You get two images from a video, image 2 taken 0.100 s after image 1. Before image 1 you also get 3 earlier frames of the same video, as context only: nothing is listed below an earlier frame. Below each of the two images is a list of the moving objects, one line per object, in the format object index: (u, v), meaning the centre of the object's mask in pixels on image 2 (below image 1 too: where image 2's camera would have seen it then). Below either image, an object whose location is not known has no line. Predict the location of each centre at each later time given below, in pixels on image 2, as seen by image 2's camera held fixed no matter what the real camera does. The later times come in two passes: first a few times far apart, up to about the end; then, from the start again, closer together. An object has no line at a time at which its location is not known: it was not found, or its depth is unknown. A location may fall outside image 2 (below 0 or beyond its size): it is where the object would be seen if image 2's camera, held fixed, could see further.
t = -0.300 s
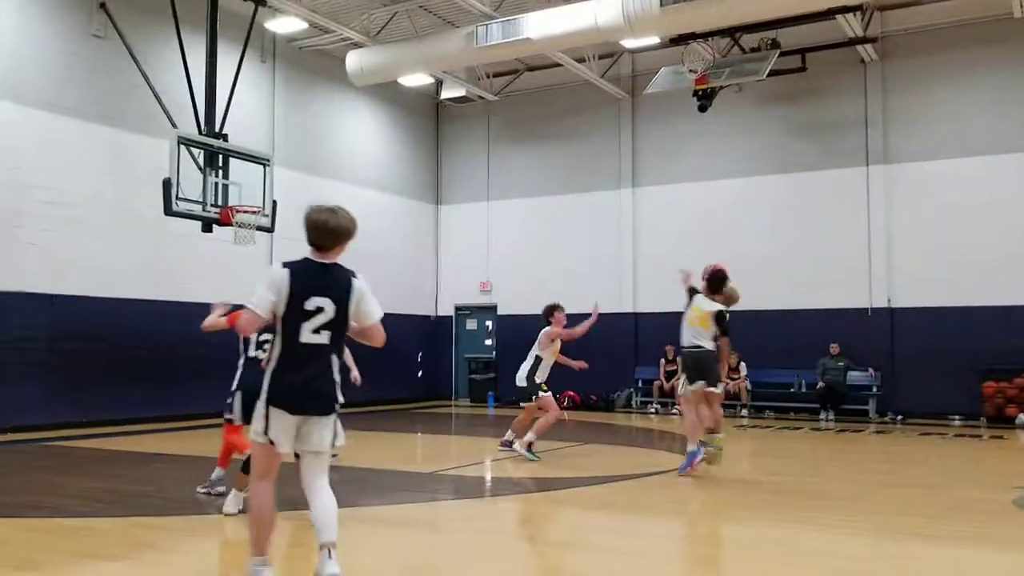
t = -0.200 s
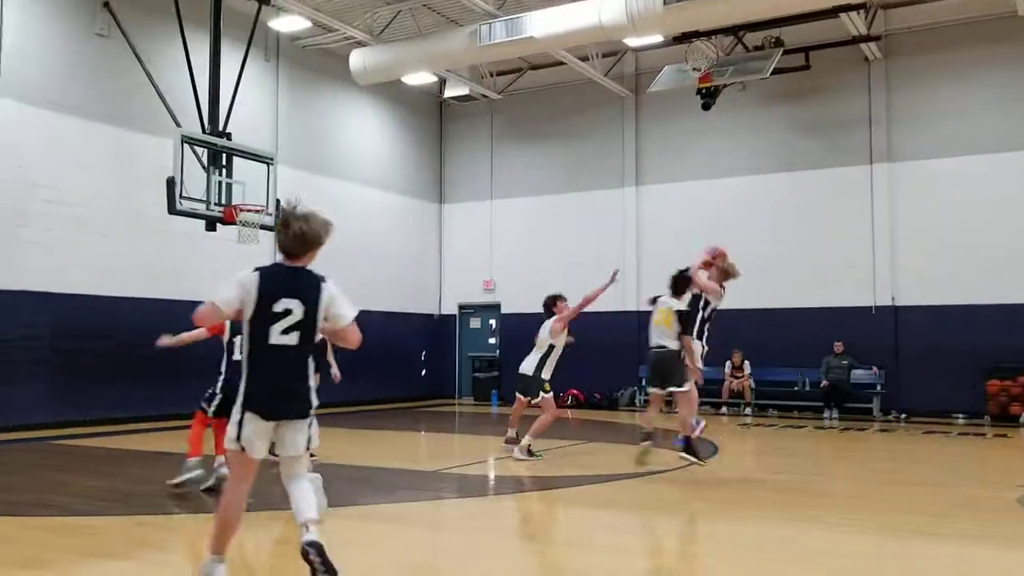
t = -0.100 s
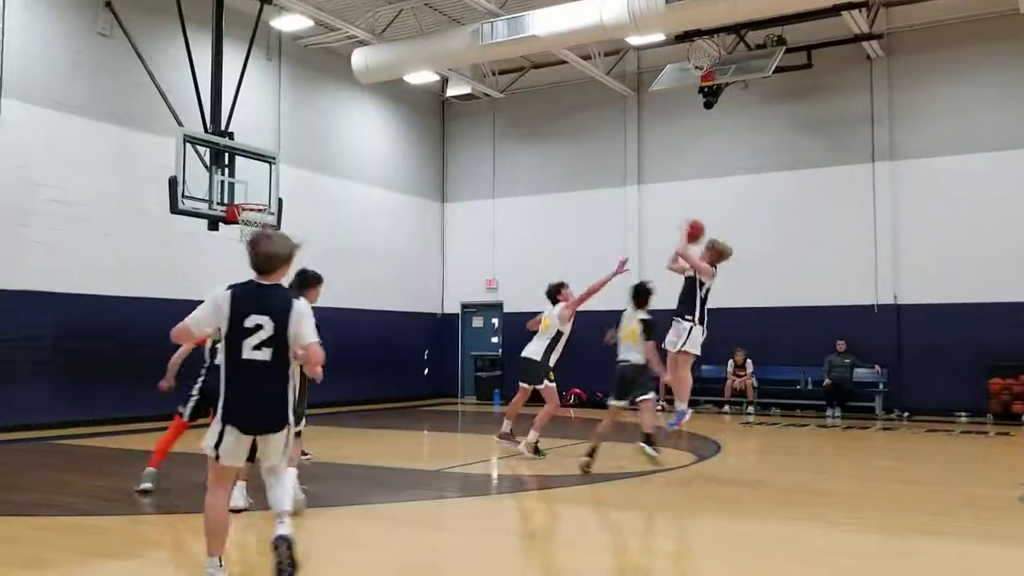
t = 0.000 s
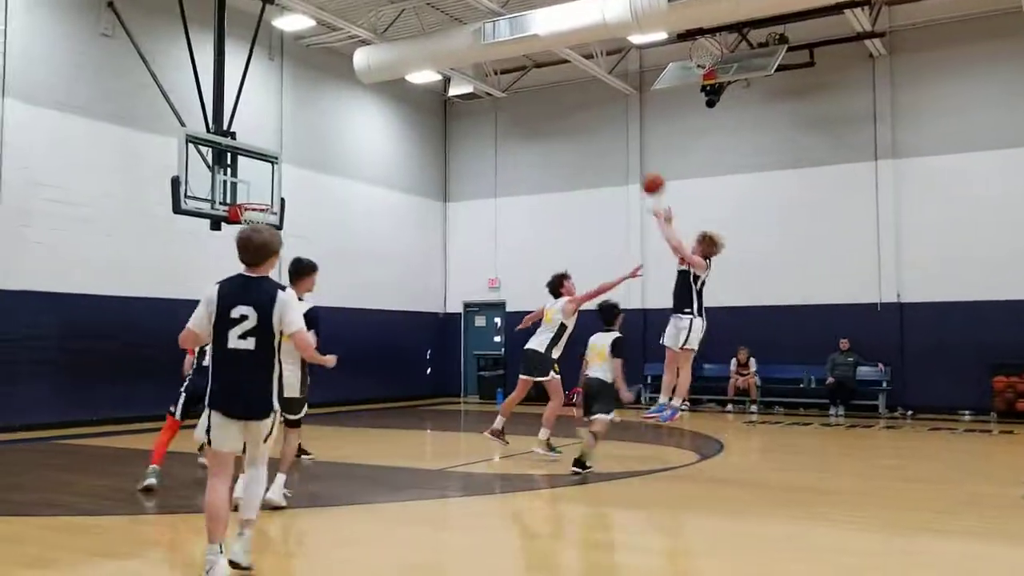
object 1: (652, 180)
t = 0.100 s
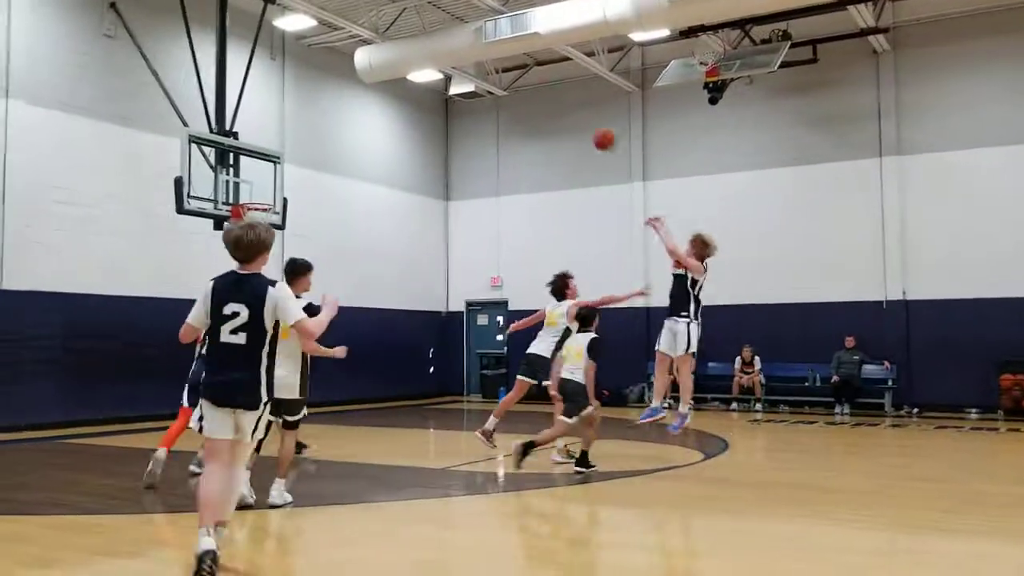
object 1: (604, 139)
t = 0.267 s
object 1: (526, 92)
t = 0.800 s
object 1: (321, 109)
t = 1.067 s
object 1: (241, 192)
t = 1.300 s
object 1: (254, 156)
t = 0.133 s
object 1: (588, 128)
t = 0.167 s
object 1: (572, 117)
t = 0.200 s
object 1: (557, 107)
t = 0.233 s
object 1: (542, 100)
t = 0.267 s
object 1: (526, 92)
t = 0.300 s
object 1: (514, 86)
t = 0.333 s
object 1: (499, 81)
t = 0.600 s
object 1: (393, 78)
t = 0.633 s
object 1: (380, 81)
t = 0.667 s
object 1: (367, 85)
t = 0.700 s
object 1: (357, 88)
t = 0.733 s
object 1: (345, 94)
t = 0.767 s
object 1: (332, 102)
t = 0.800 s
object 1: (321, 109)
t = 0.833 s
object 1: (310, 117)
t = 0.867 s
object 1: (299, 125)
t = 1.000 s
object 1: (259, 168)
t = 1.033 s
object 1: (249, 179)
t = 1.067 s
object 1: (241, 192)
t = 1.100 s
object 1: (235, 195)
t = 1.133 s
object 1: (237, 187)
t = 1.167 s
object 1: (241, 179)
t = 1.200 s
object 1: (243, 173)
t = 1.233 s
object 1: (247, 167)
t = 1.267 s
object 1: (251, 161)
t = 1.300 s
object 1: (254, 156)
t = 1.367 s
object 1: (262, 148)
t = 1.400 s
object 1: (264, 146)
